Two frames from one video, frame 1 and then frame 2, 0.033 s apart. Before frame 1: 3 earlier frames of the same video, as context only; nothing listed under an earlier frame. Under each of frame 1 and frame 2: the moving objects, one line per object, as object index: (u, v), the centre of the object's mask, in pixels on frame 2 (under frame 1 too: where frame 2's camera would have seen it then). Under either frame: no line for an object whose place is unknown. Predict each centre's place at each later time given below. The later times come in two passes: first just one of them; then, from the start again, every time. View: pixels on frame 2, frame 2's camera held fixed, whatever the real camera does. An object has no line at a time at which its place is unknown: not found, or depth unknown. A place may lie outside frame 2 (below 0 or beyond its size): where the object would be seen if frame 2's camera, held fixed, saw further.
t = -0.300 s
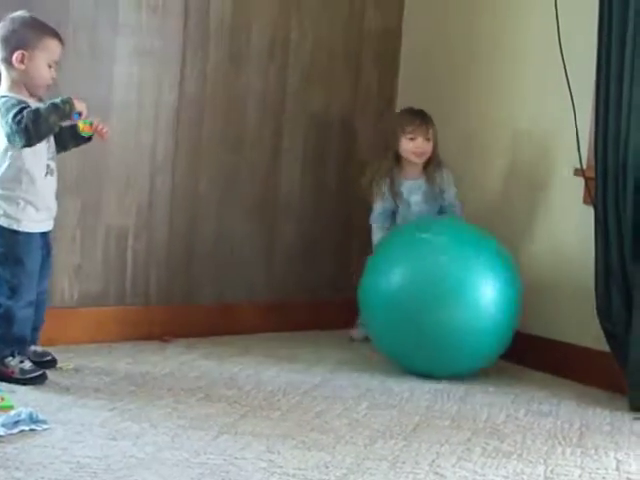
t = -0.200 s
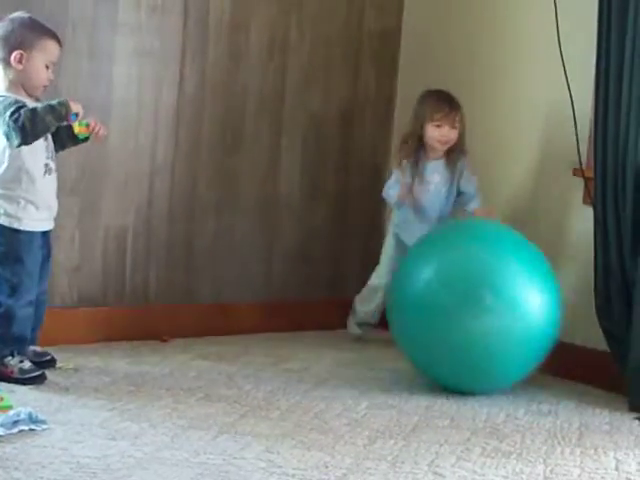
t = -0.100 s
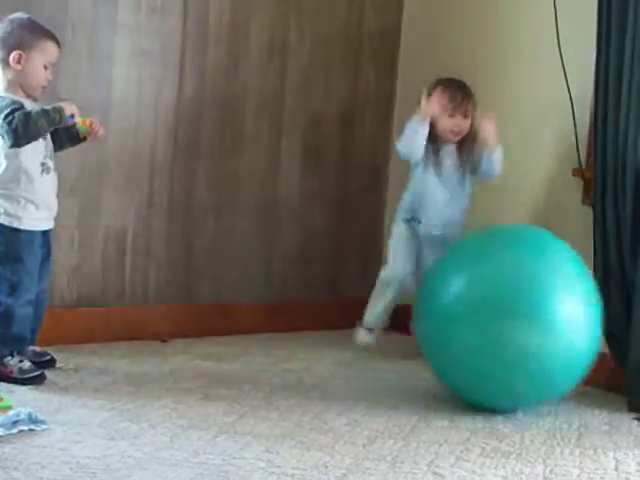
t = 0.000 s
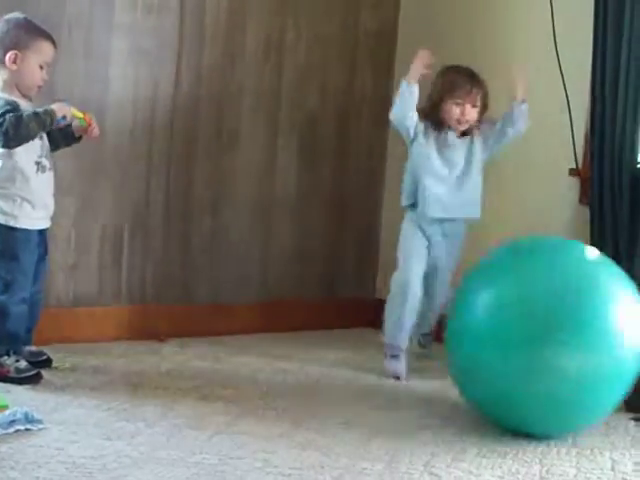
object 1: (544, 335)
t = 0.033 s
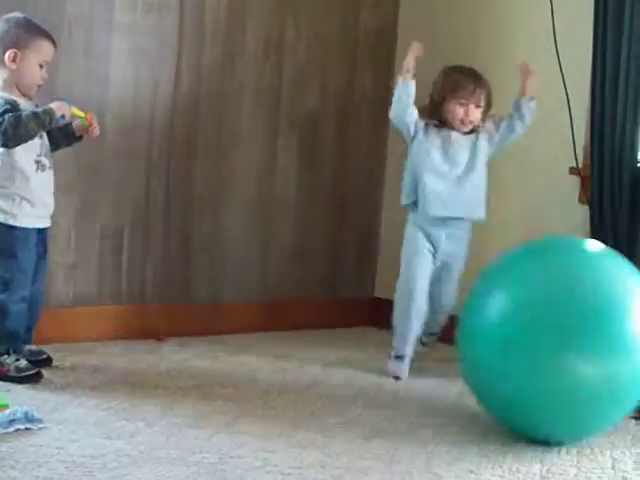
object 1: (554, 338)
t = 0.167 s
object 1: (584, 365)
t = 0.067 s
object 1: (562, 343)
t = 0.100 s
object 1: (569, 349)
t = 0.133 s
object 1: (577, 357)
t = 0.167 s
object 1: (584, 365)
